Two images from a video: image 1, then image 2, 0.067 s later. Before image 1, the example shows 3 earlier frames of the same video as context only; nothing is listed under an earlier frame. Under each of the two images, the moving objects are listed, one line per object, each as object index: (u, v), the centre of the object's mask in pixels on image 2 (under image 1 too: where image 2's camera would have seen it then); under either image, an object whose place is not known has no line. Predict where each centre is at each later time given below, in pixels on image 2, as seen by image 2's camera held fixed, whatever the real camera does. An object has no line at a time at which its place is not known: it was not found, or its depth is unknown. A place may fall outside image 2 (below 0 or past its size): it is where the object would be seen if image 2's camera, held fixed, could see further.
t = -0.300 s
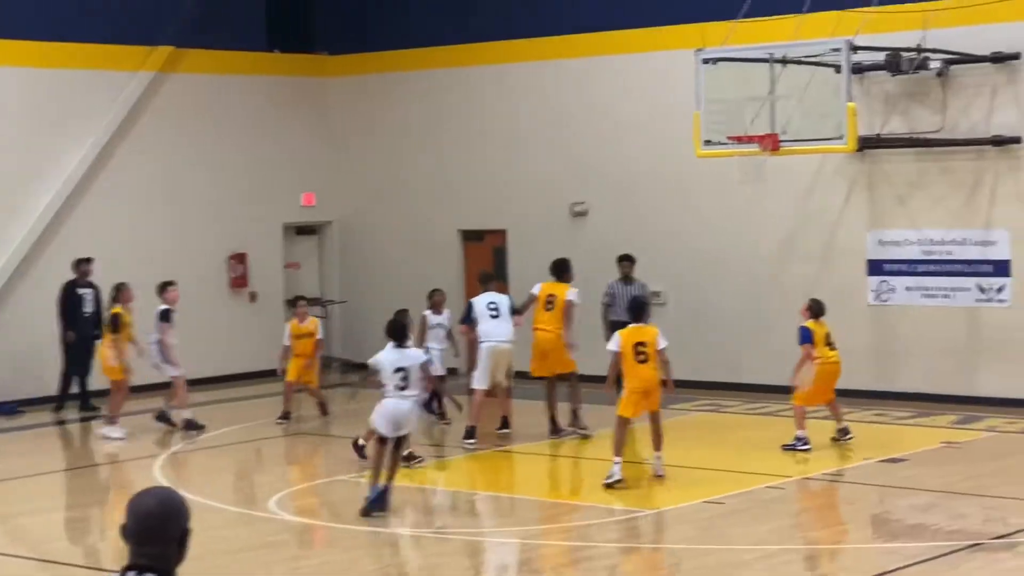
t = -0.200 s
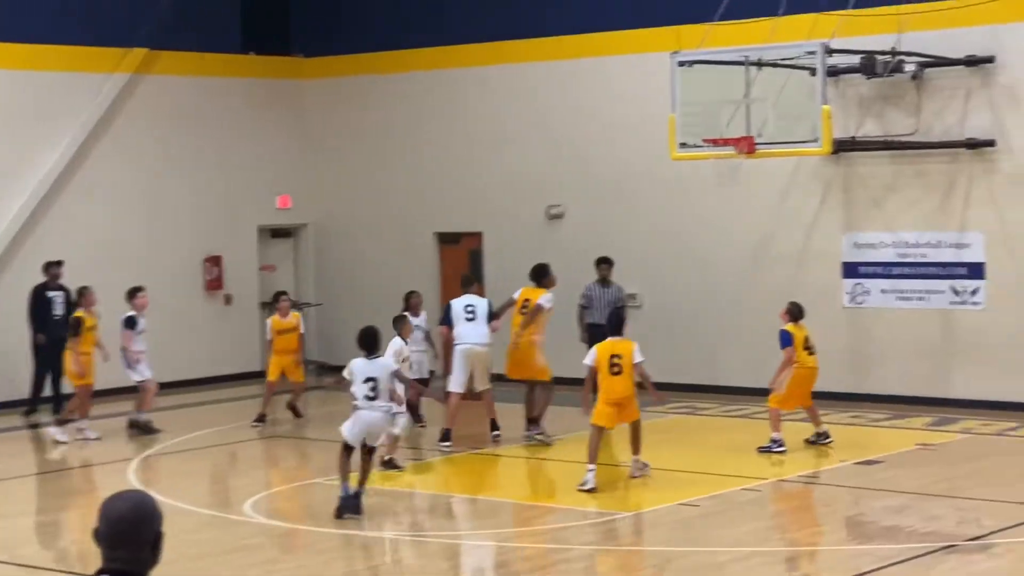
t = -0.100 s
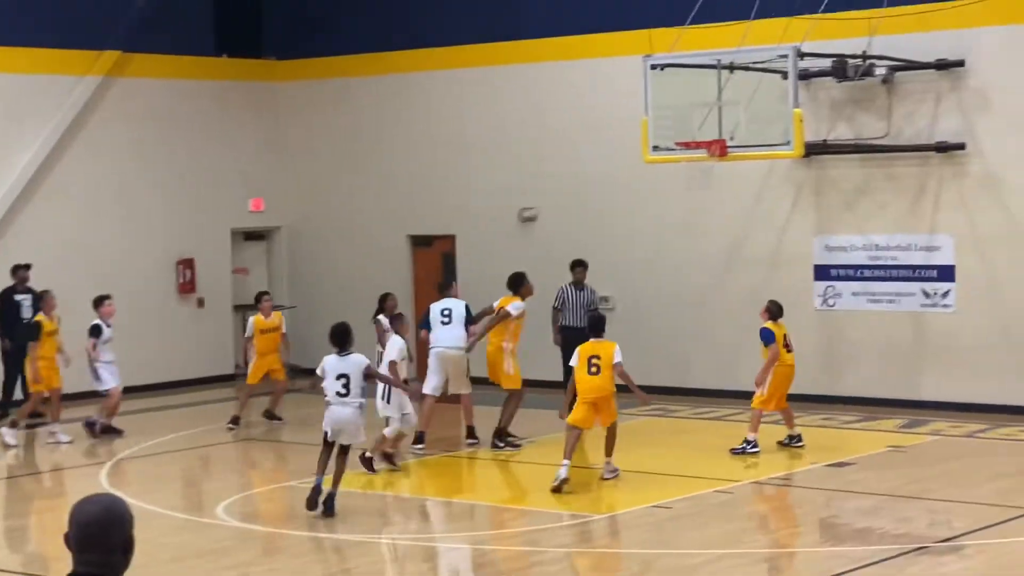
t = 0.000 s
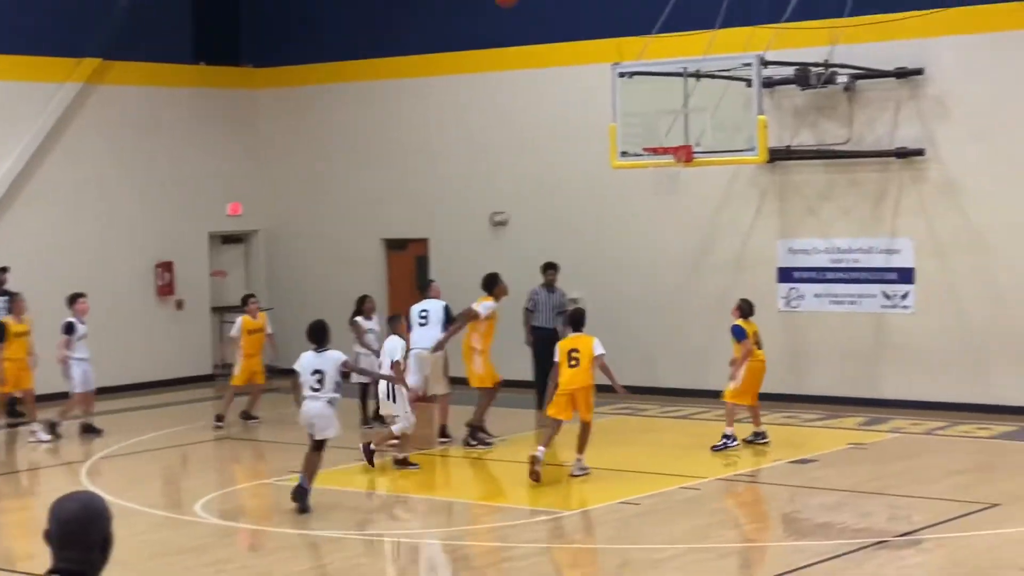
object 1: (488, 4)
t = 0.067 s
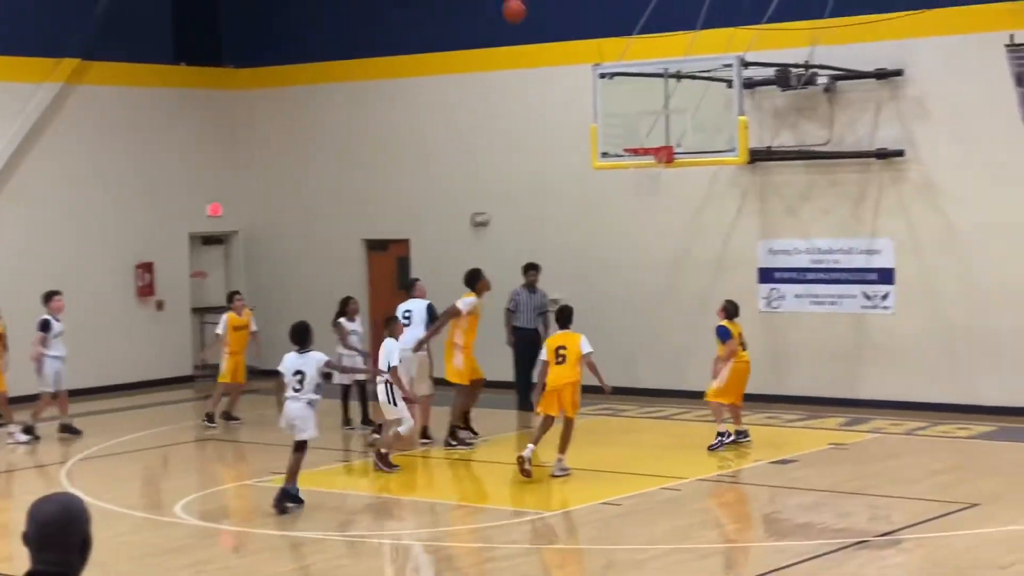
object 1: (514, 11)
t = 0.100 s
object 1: (528, 19)
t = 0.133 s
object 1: (543, 29)
